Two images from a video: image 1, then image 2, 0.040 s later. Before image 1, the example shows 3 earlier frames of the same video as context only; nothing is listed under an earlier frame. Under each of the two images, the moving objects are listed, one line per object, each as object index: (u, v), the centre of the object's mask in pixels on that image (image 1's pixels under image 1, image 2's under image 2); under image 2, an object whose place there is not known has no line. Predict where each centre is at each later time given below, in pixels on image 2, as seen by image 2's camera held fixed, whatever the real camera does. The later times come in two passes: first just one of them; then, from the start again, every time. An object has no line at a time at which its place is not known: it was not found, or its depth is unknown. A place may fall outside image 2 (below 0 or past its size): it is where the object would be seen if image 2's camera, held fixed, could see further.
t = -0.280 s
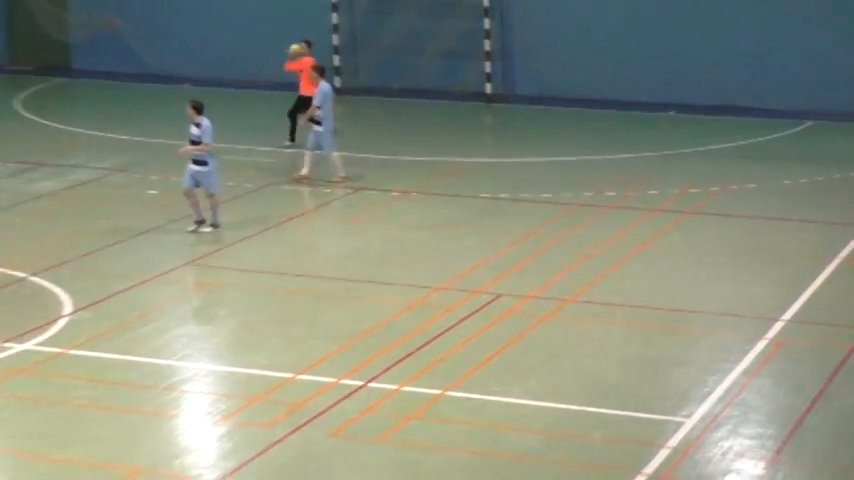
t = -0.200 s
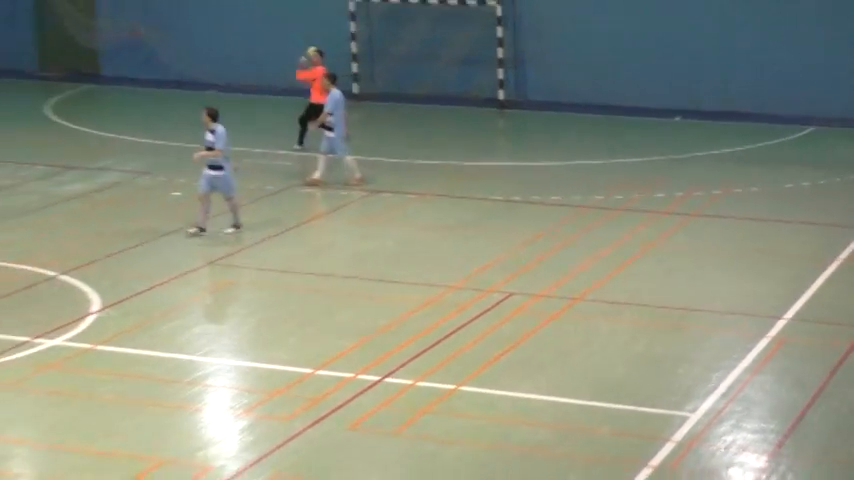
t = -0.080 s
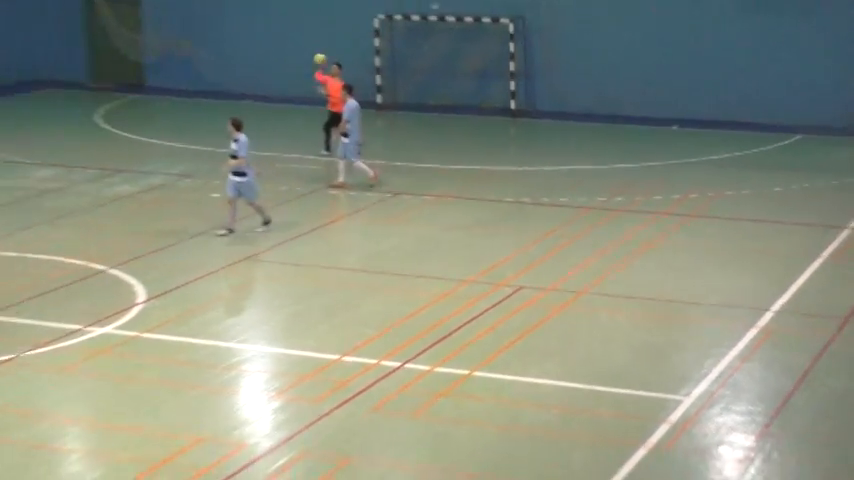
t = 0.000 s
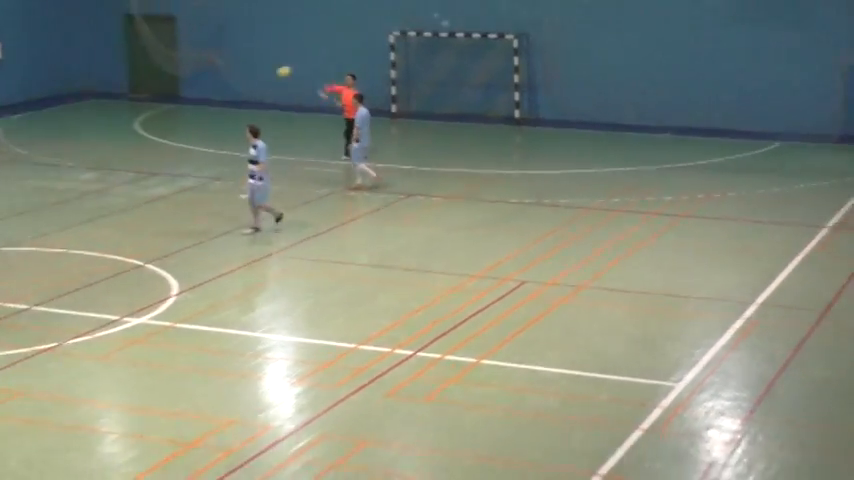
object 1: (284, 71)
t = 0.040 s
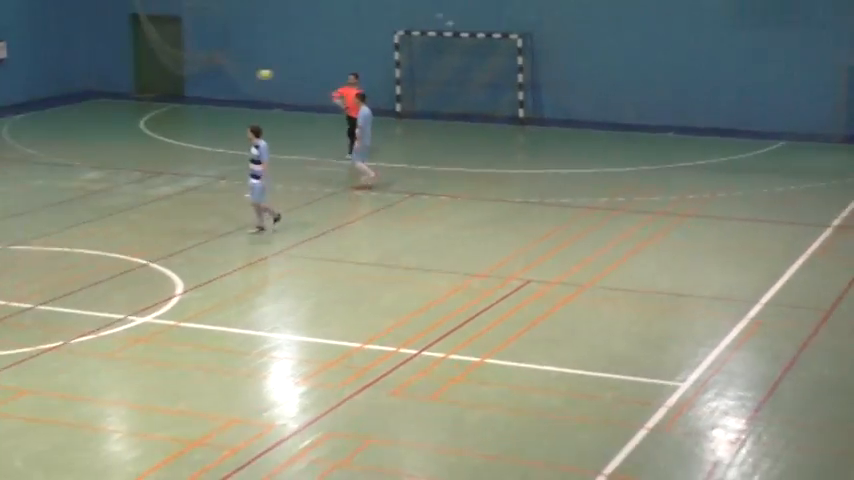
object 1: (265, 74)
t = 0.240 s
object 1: (141, 101)
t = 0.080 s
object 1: (239, 78)
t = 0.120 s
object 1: (215, 82)
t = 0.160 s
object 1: (190, 88)
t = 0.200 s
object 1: (166, 94)
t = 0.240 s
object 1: (141, 101)
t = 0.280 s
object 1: (116, 109)
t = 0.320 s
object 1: (90, 118)
